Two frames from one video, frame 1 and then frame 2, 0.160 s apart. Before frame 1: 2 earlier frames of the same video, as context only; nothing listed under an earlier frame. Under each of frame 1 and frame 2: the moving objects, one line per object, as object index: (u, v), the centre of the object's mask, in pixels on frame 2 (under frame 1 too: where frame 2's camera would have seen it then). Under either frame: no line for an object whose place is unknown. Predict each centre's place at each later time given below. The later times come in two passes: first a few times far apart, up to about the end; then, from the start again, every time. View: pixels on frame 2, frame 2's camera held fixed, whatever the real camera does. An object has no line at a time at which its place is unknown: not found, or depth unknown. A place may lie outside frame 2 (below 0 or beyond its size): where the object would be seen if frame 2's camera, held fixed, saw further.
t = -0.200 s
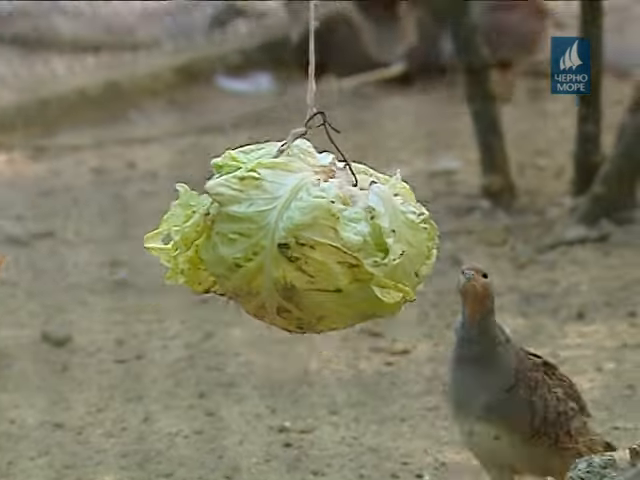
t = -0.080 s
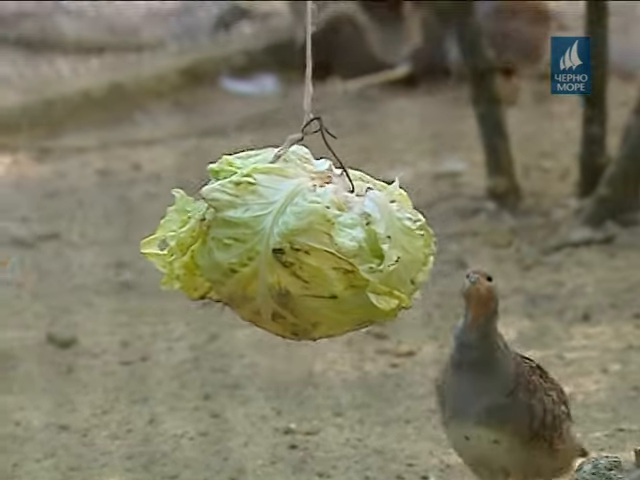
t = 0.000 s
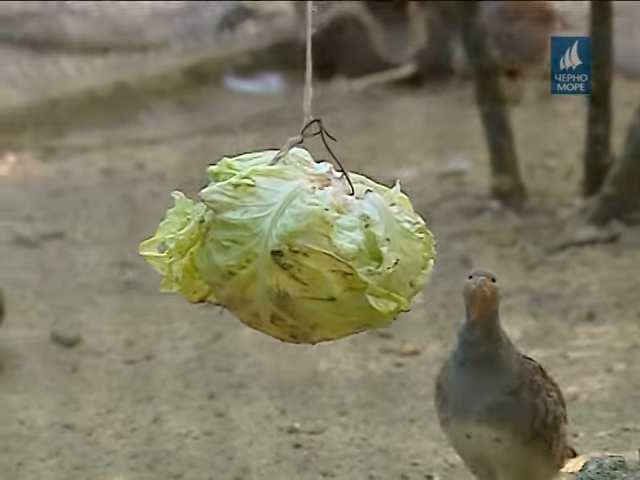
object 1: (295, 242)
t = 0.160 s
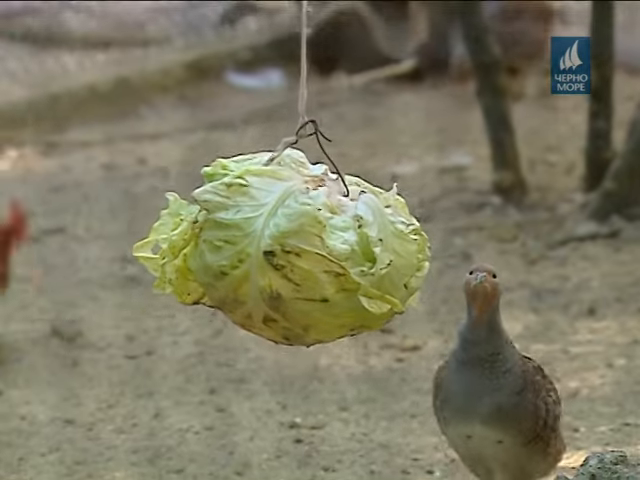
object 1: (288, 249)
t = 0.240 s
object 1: (286, 252)
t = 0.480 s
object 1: (289, 260)
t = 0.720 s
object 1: (304, 263)
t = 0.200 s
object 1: (287, 251)
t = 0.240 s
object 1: (286, 252)
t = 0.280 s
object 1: (286, 254)
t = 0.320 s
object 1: (286, 255)
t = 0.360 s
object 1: (286, 257)
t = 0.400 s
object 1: (286, 257)
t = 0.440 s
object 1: (288, 258)
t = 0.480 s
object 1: (289, 260)
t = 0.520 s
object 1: (291, 261)
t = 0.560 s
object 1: (293, 261)
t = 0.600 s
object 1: (296, 262)
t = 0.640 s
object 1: (297, 262)
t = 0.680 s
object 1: (300, 263)
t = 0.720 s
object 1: (304, 263)
